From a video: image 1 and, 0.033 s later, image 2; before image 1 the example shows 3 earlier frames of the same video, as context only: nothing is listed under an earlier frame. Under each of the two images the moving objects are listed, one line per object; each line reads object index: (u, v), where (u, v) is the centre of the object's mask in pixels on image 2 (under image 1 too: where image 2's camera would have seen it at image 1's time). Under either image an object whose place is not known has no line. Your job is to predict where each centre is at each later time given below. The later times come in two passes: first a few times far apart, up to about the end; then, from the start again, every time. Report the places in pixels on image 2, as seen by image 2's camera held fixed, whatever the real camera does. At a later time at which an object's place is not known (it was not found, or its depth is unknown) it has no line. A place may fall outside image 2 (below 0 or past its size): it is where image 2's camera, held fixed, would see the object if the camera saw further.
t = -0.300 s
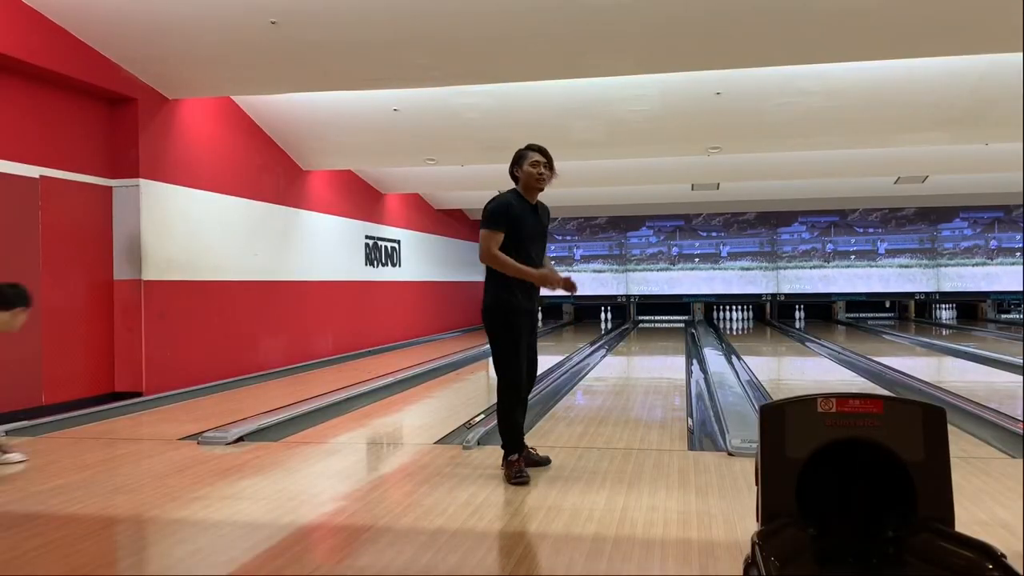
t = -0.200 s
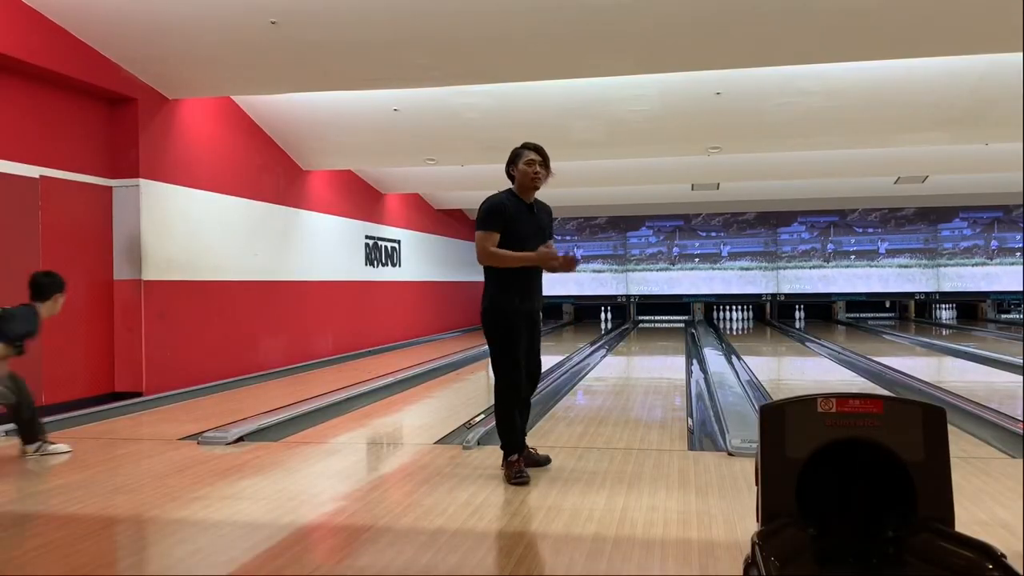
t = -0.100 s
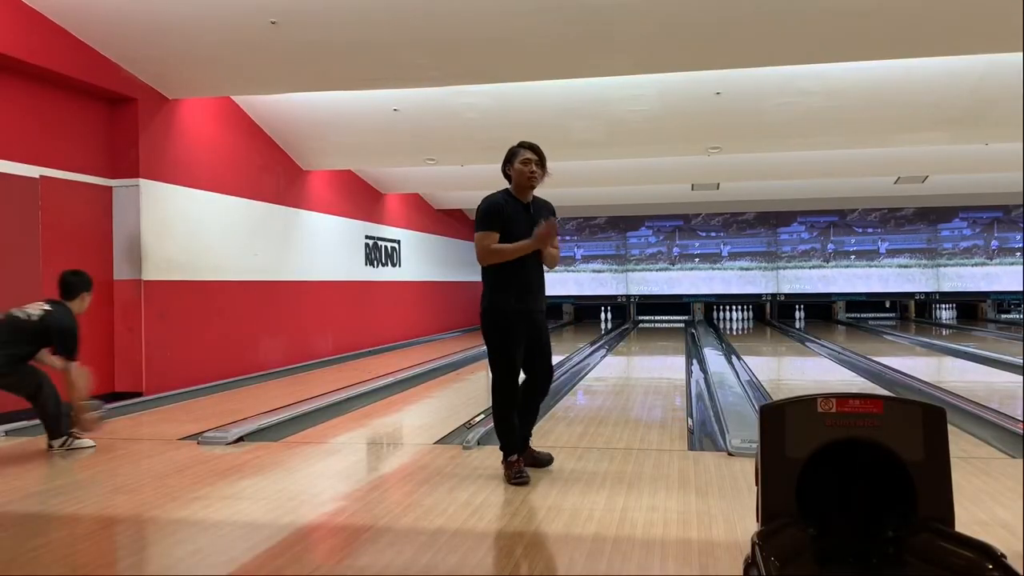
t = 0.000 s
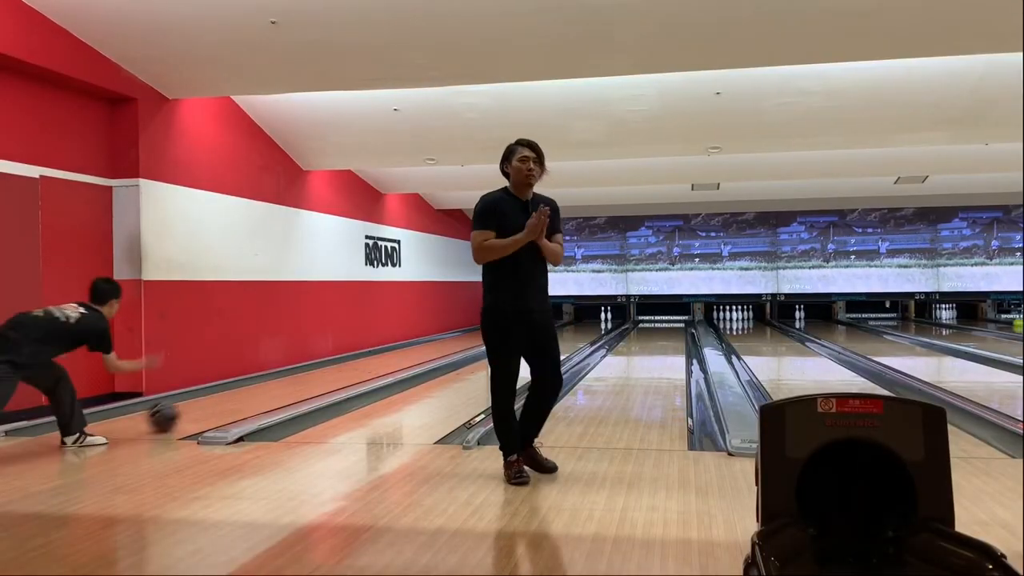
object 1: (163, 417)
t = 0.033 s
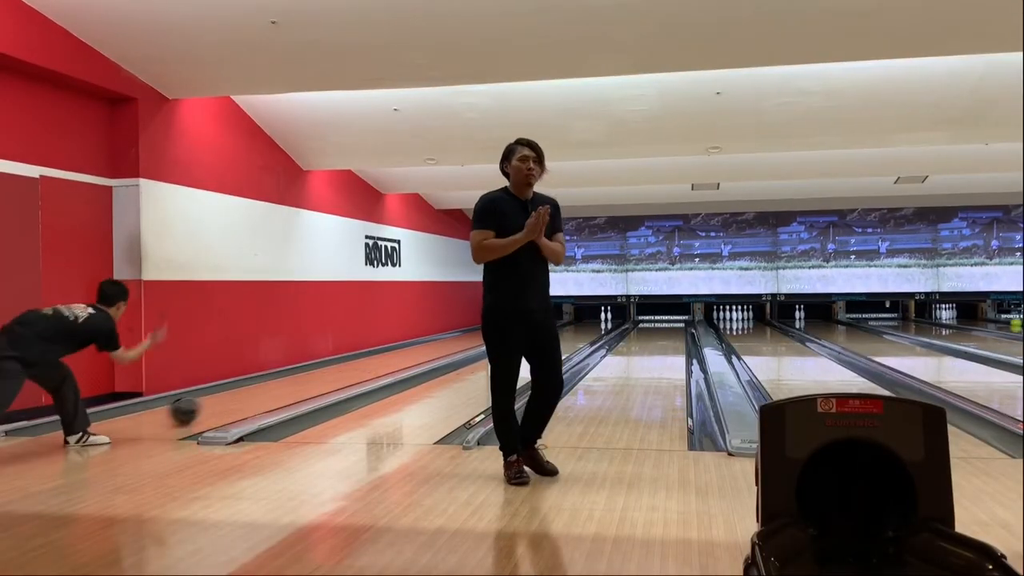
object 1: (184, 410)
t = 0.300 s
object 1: (306, 381)
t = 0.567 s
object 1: (379, 362)
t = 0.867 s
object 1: (432, 348)
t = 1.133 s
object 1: (463, 340)
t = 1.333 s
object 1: (482, 334)
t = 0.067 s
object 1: (203, 406)
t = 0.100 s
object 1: (221, 402)
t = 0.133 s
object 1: (238, 398)
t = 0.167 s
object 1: (254, 394)
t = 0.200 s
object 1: (268, 391)
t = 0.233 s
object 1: (282, 387)
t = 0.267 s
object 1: (294, 384)
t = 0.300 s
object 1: (306, 381)
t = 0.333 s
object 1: (318, 378)
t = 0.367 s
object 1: (328, 376)
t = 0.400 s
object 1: (337, 373)
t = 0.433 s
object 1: (347, 370)
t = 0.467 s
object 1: (356, 368)
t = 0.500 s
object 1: (364, 366)
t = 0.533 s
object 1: (372, 364)
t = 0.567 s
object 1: (379, 362)
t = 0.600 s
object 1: (386, 360)
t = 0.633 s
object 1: (393, 359)
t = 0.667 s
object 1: (399, 357)
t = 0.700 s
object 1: (405, 355)
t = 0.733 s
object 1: (411, 354)
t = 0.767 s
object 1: (416, 352)
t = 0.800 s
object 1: (422, 351)
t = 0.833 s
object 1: (426, 350)
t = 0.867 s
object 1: (432, 348)
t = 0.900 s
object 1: (436, 348)
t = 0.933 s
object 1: (440, 346)
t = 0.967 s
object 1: (445, 345)
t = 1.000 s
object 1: (448, 344)
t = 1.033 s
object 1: (453, 343)
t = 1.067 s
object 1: (456, 341)
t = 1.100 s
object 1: (460, 342)
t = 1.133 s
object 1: (463, 340)
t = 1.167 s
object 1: (466, 338)
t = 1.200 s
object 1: (469, 338)
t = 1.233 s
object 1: (472, 337)
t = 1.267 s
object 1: (475, 337)
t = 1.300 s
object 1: (479, 335)
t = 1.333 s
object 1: (482, 334)
